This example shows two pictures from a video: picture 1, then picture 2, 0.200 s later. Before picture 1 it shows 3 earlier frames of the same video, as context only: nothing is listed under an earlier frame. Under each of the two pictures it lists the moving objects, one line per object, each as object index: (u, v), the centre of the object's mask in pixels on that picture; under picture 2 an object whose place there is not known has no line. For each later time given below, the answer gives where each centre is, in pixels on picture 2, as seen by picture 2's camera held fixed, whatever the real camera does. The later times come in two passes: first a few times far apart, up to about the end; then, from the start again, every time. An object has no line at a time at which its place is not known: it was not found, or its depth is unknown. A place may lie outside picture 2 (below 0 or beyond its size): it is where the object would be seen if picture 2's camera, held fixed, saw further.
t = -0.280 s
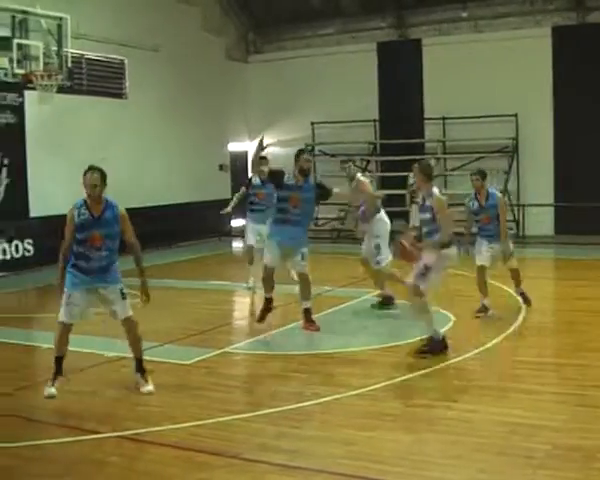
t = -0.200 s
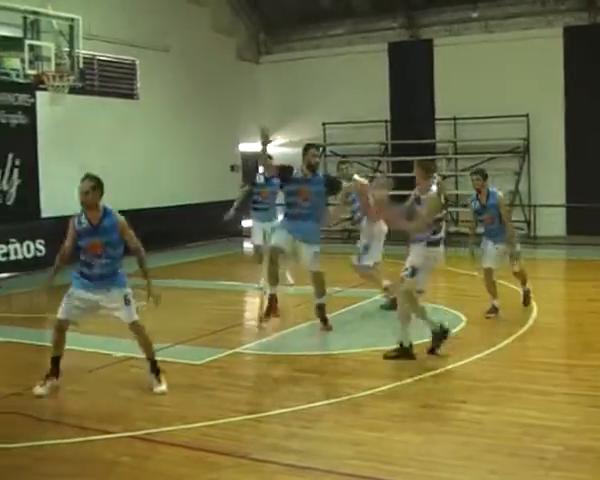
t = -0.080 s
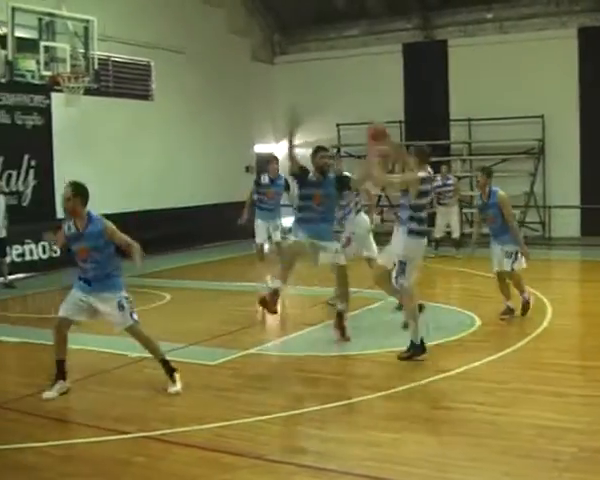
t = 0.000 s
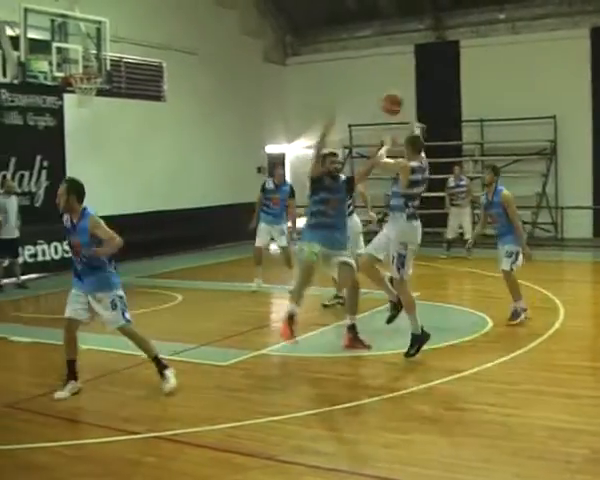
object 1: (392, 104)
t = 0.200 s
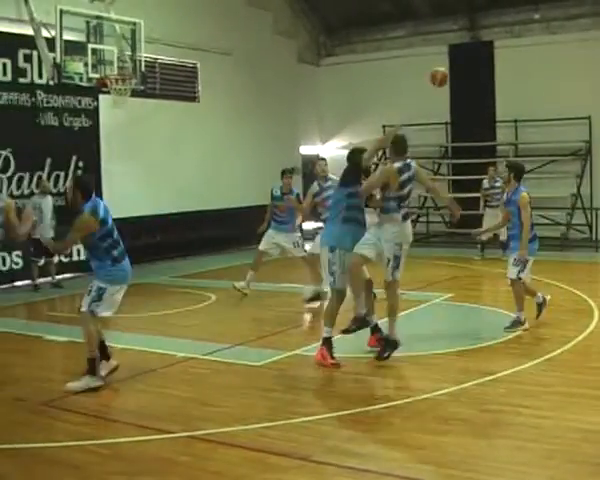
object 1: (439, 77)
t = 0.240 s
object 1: (441, 77)
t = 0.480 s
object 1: (451, 95)
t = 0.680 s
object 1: (457, 130)
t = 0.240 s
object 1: (441, 77)
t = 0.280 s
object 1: (442, 78)
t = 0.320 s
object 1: (445, 80)
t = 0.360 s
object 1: (447, 83)
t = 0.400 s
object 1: (449, 86)
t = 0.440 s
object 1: (450, 89)
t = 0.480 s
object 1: (451, 95)
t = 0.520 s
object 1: (452, 100)
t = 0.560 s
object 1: (454, 107)
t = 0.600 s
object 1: (455, 116)
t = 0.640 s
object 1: (456, 123)
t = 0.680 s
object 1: (457, 130)
